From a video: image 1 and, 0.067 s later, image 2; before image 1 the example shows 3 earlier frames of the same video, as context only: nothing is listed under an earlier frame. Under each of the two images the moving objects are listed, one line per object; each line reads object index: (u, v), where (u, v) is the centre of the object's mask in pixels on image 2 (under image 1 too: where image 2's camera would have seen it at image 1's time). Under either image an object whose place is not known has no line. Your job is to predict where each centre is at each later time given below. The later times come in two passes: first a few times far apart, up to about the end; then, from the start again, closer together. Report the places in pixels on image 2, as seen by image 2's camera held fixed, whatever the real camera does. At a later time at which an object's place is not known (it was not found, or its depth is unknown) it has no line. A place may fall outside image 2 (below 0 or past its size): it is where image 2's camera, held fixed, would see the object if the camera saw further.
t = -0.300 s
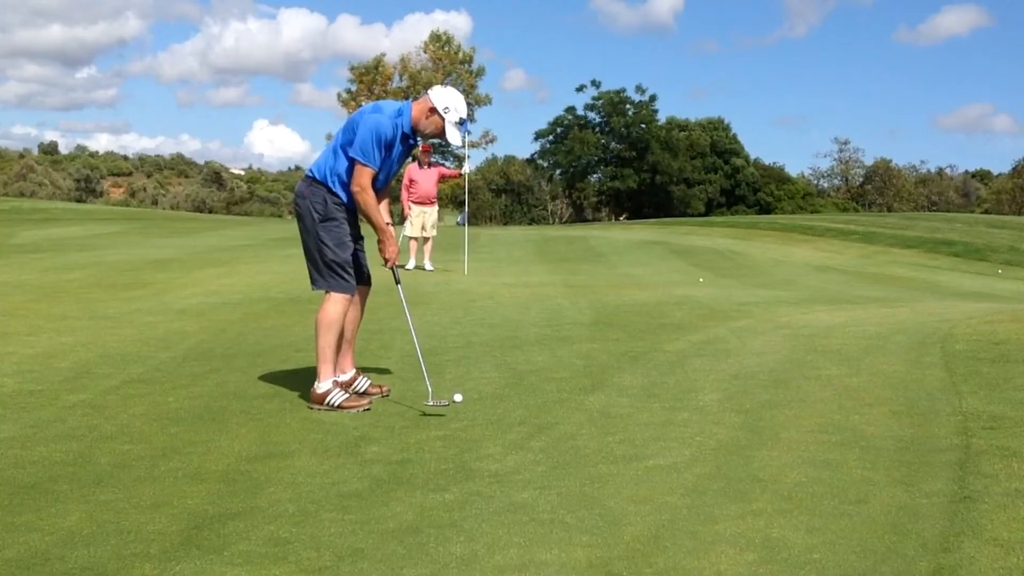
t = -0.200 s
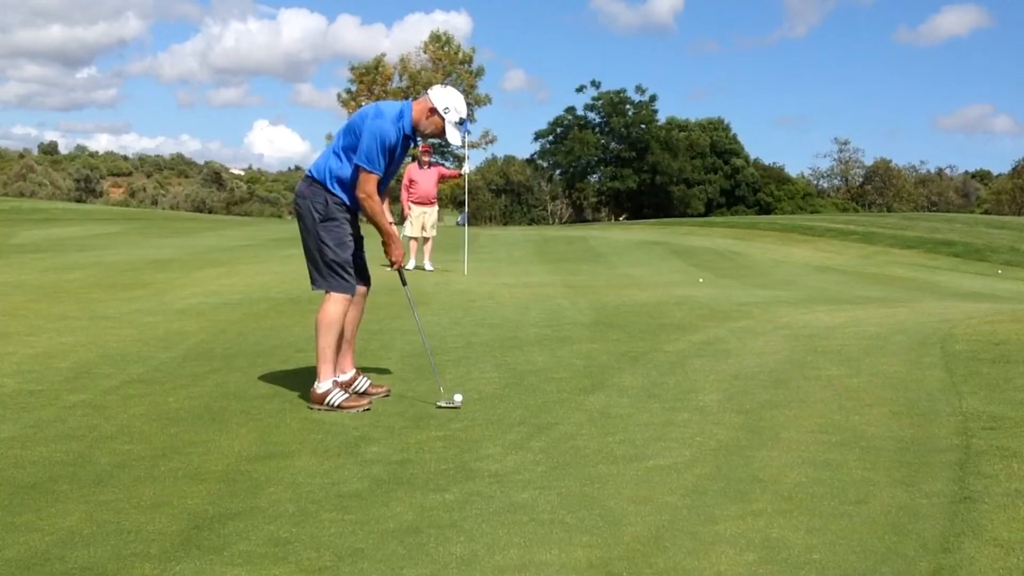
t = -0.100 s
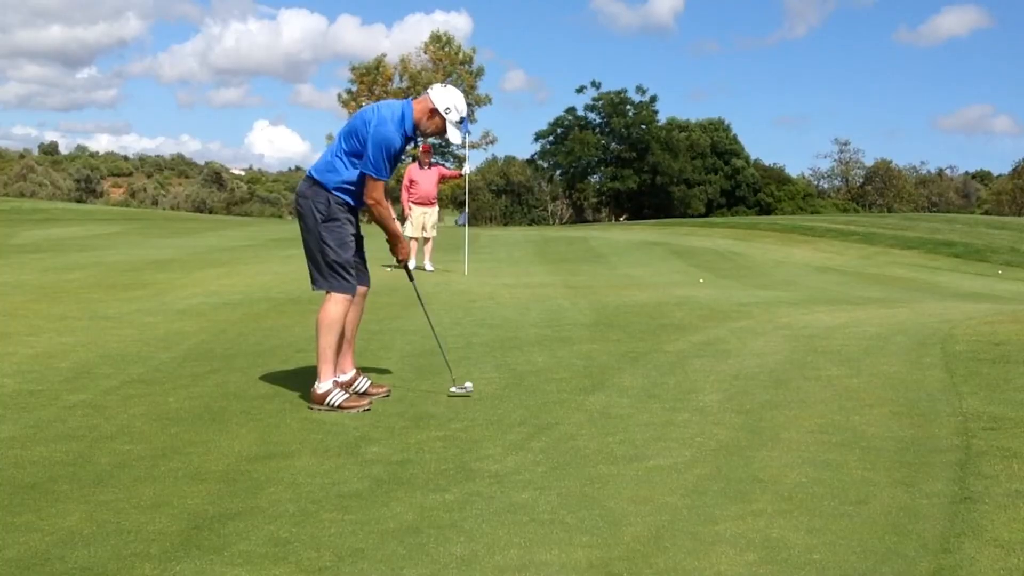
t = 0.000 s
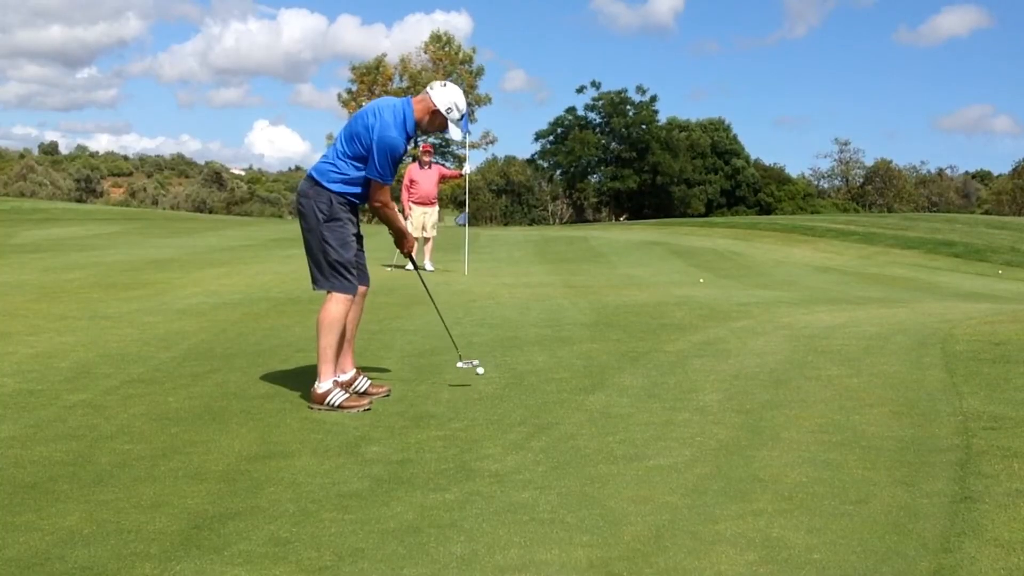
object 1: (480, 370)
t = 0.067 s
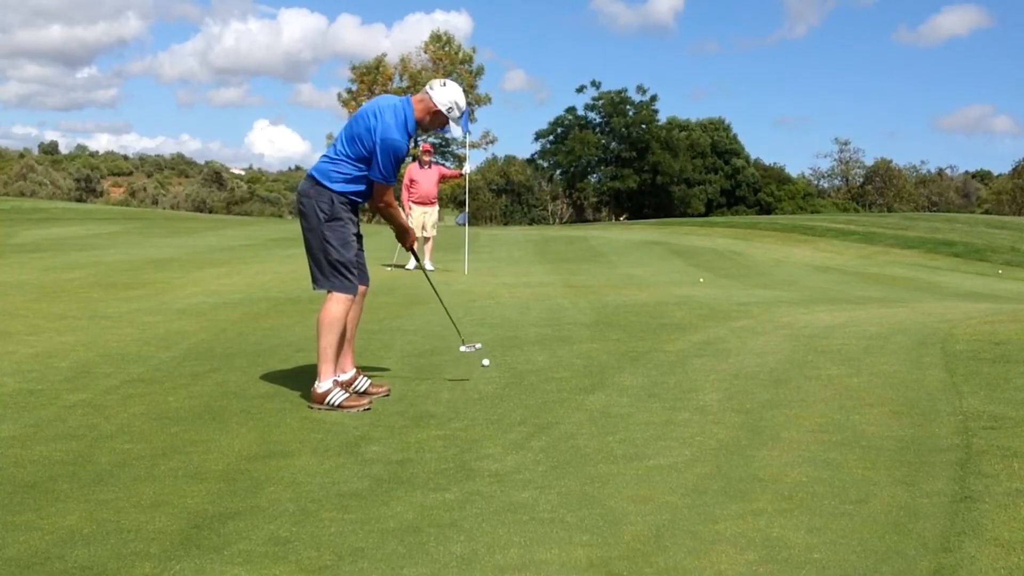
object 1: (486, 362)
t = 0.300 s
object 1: (497, 343)
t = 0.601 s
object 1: (505, 327)
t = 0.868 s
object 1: (508, 316)
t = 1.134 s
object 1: (510, 307)
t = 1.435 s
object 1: (510, 299)
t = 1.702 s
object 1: (509, 294)
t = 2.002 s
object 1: (506, 290)
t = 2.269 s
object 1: (503, 285)
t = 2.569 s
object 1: (500, 282)
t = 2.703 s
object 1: (498, 281)
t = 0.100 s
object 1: (488, 359)
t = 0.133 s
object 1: (490, 356)
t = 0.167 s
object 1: (492, 353)
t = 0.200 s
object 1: (494, 351)
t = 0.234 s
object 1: (495, 348)
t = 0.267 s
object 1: (496, 346)
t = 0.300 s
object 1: (497, 343)
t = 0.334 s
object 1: (499, 341)
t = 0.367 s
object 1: (500, 339)
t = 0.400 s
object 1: (501, 337)
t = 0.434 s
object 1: (502, 336)
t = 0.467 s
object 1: (502, 334)
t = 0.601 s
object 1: (505, 327)
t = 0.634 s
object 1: (505, 325)
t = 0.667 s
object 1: (505, 324)
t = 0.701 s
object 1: (506, 322)
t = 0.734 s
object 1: (506, 321)
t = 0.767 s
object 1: (507, 320)
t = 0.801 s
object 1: (507, 318)
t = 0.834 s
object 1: (507, 317)
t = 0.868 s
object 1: (508, 316)
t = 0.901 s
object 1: (508, 315)
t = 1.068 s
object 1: (509, 309)
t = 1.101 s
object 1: (509, 308)
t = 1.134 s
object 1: (510, 307)
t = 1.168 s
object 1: (510, 306)
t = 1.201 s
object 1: (510, 305)
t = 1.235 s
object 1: (510, 305)
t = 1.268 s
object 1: (510, 303)
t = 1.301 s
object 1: (510, 303)
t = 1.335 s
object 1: (510, 302)
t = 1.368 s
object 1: (510, 301)
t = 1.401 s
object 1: (510, 300)
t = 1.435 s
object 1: (510, 299)
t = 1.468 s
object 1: (510, 299)
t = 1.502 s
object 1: (510, 298)
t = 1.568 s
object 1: (510, 296)
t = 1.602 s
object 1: (509, 296)
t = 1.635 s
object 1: (509, 295)
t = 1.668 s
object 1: (509, 295)
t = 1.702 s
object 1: (509, 294)
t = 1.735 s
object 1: (509, 294)
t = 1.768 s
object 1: (508, 293)
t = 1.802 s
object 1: (508, 292)
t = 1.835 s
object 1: (508, 291)
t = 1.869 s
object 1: (507, 291)
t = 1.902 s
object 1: (507, 291)
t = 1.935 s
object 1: (507, 290)
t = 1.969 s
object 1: (506, 290)
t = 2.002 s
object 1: (506, 290)
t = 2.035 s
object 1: (506, 289)
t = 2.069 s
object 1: (505, 288)
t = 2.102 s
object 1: (505, 288)
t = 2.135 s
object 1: (504, 287)
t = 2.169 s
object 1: (504, 287)
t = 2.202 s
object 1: (503, 286)
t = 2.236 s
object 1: (503, 286)
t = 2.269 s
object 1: (503, 285)
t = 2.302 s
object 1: (502, 285)
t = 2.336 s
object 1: (502, 284)
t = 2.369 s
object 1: (501, 284)
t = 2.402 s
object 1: (501, 283)
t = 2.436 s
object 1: (501, 283)
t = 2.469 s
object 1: (501, 283)
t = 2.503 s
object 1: (500, 283)
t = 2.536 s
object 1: (500, 282)
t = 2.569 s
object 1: (500, 282)
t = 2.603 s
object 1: (499, 282)
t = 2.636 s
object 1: (499, 282)
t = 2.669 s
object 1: (499, 281)
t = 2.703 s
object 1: (498, 281)
